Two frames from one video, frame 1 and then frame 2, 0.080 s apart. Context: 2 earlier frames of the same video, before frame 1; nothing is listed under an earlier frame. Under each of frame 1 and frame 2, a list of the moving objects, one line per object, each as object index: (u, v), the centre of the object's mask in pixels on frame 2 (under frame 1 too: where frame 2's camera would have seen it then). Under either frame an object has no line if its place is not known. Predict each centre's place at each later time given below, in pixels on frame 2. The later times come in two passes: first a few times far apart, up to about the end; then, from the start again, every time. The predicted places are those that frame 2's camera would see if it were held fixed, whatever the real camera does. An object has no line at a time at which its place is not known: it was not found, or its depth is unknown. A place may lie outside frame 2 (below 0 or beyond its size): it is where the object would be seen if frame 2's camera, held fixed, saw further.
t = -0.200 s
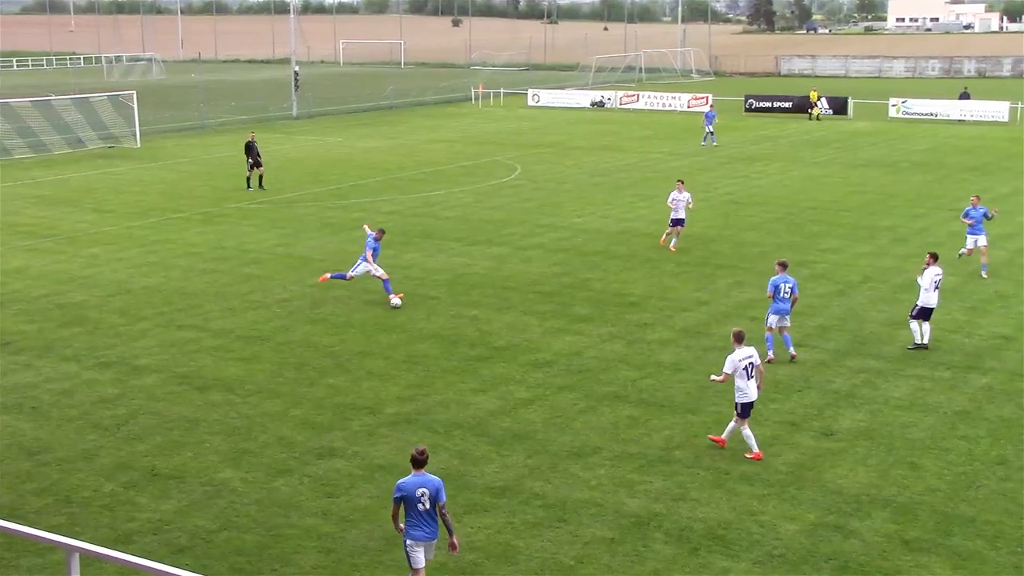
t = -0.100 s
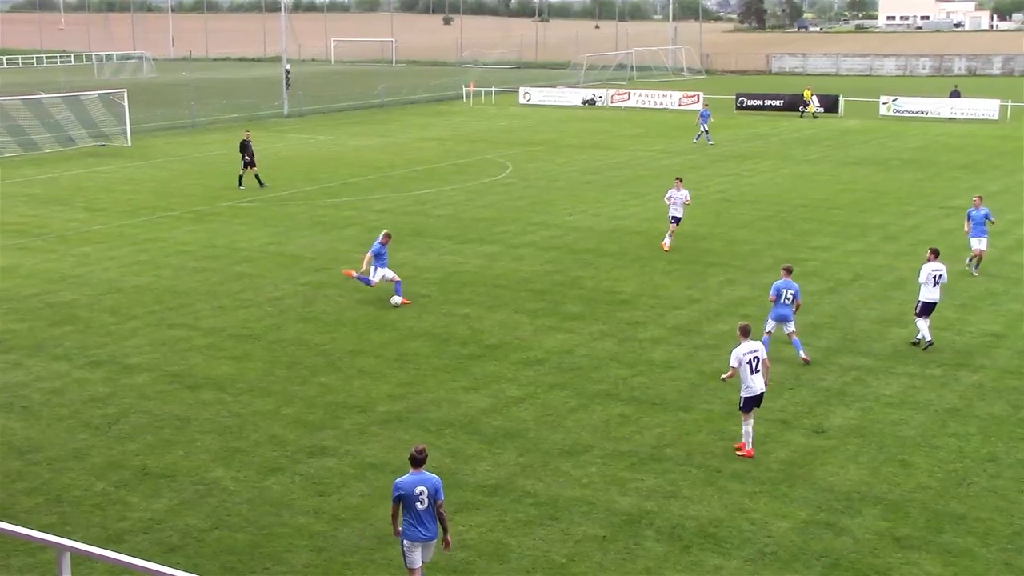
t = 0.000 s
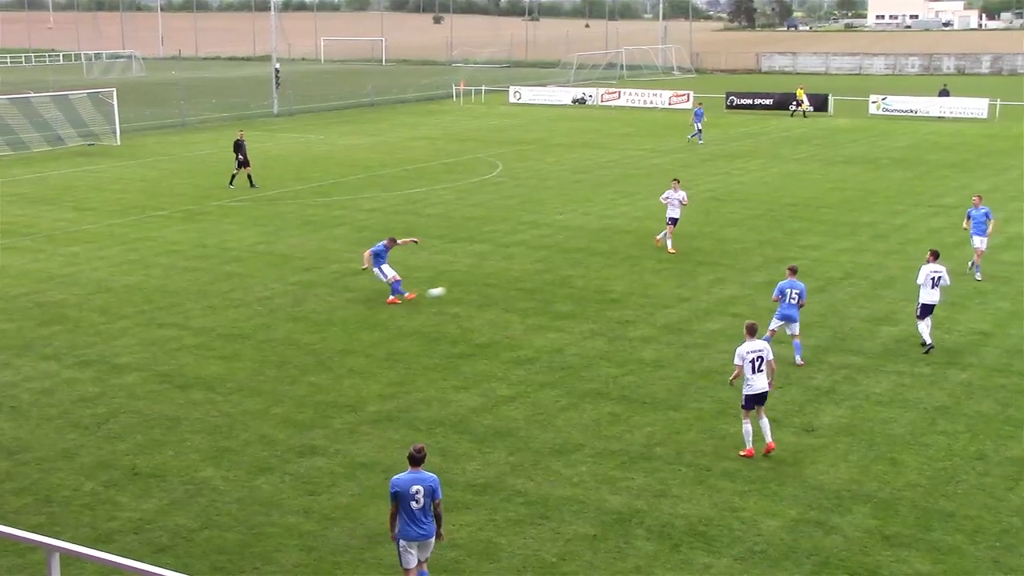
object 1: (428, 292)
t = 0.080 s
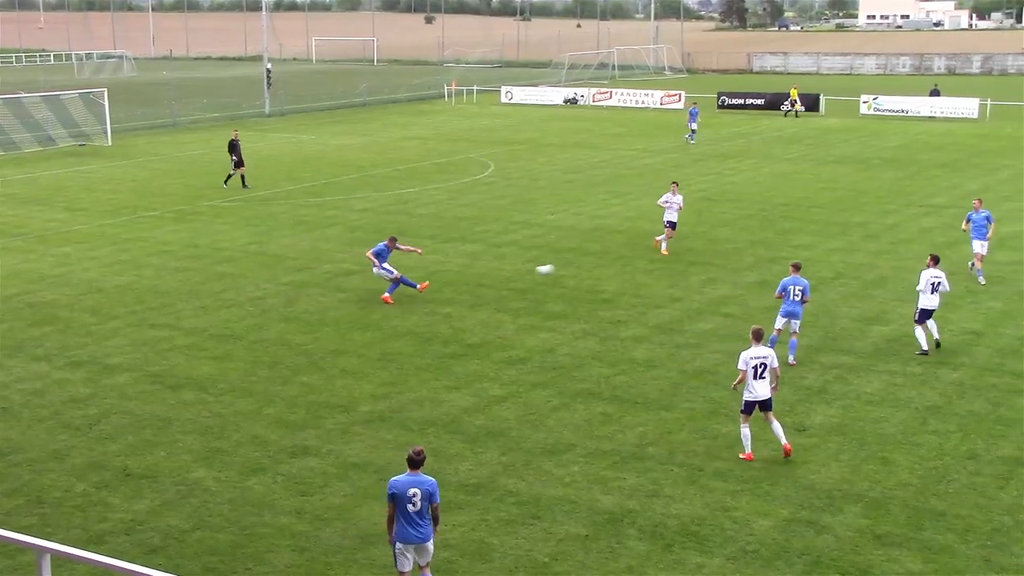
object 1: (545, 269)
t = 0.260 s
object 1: (778, 227)
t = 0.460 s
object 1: (1006, 197)
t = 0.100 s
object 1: (573, 264)
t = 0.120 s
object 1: (600, 259)
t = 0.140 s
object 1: (627, 254)
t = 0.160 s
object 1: (652, 249)
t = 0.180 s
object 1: (679, 244)
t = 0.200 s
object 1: (704, 240)
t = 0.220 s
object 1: (730, 236)
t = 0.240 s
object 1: (754, 231)
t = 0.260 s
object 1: (778, 227)
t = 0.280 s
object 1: (802, 223)
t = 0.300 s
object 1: (826, 219)
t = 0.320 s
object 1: (849, 215)
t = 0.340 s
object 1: (873, 212)
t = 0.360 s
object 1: (895, 209)
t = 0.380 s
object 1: (918, 206)
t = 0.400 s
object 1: (940, 204)
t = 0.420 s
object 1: (962, 201)
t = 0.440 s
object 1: (984, 199)
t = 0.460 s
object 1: (1006, 197)
